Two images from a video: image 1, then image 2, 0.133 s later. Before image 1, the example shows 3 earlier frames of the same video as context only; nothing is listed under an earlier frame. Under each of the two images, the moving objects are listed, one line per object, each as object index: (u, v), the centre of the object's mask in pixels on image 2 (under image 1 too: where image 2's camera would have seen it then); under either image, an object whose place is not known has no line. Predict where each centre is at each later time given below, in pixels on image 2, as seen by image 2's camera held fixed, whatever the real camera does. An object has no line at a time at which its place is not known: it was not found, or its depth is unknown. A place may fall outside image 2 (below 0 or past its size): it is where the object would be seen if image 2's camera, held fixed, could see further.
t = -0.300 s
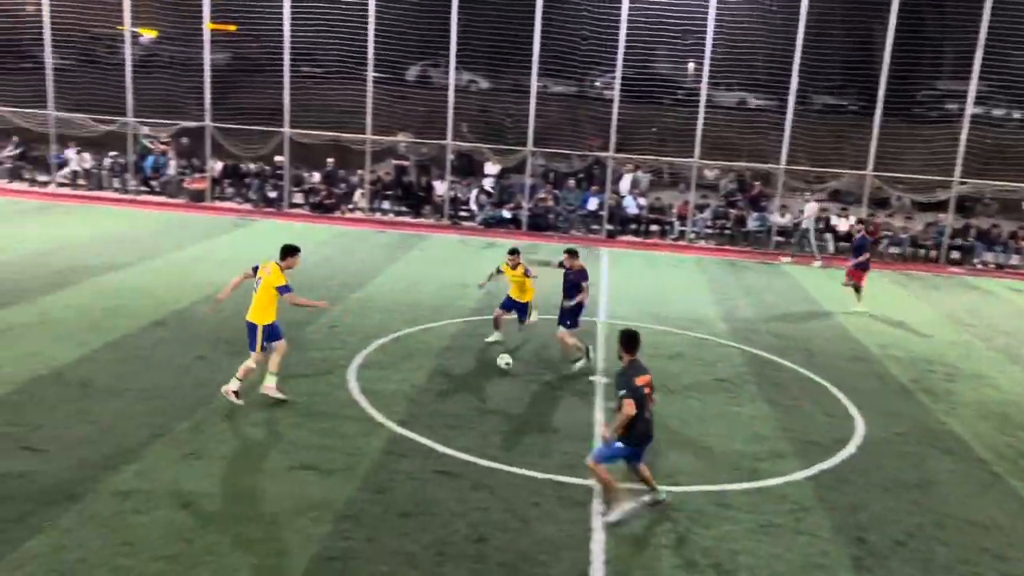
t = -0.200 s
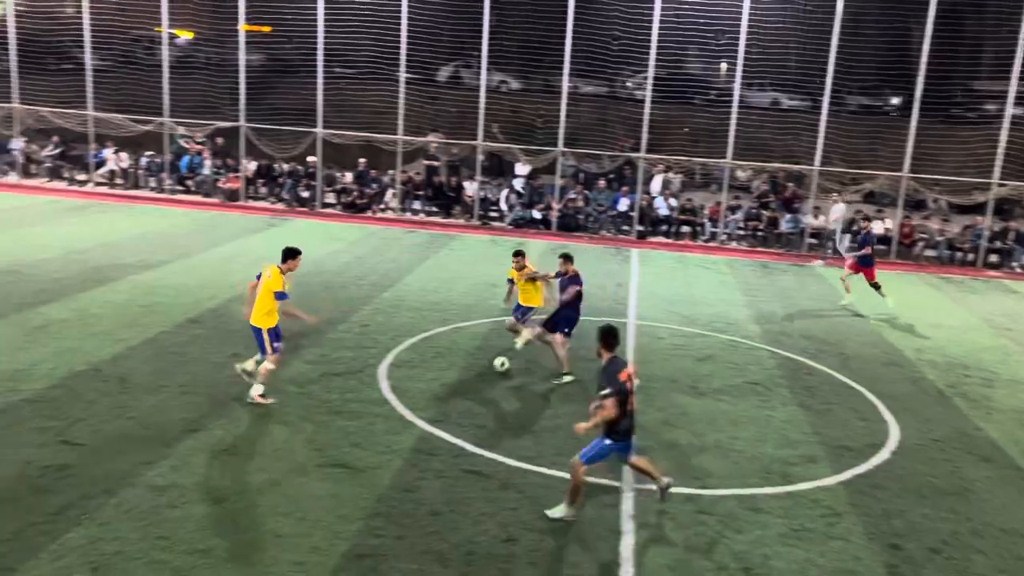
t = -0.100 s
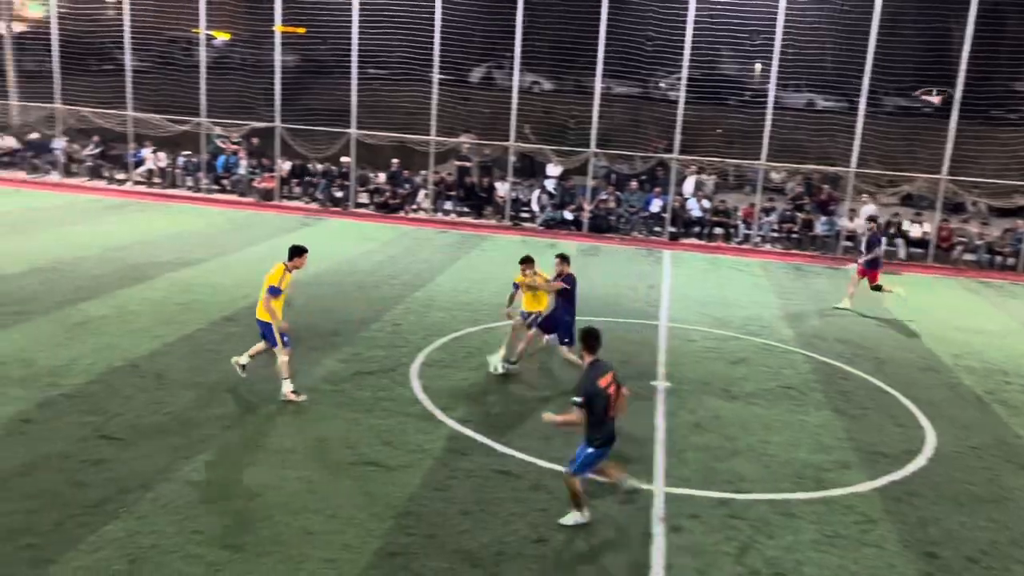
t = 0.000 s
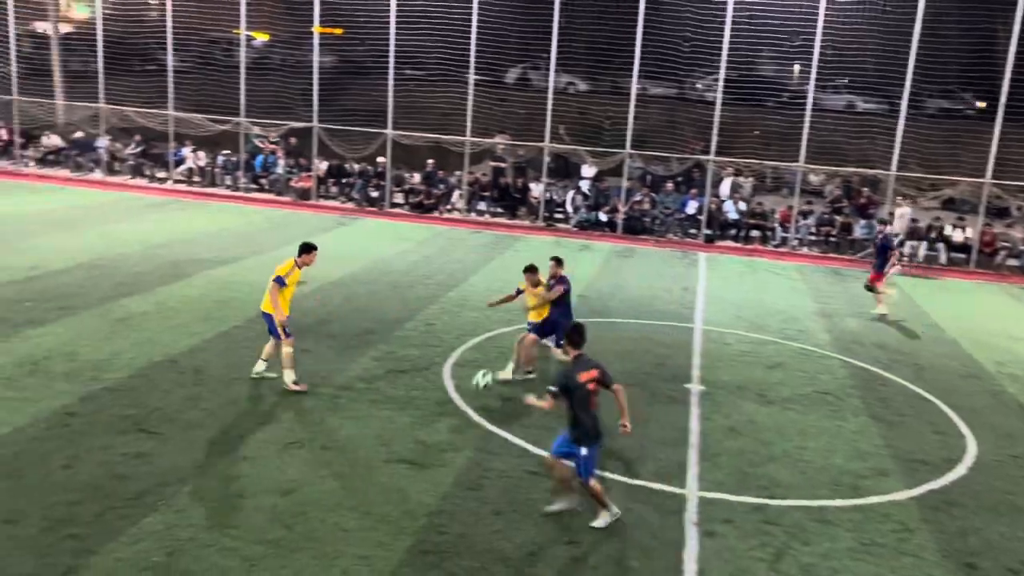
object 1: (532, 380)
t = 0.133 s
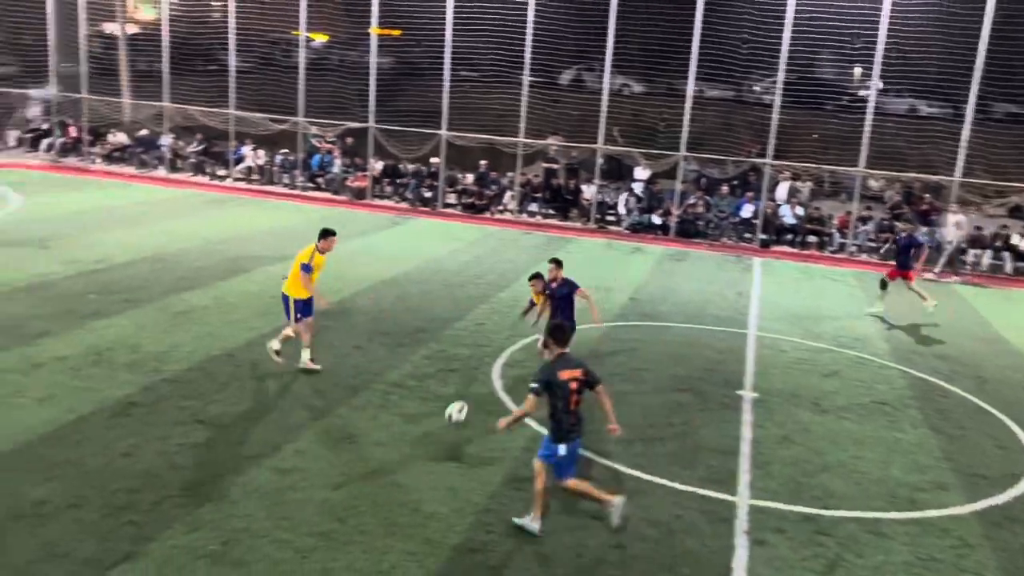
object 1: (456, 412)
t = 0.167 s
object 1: (434, 424)
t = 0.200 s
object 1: (411, 437)
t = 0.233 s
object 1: (386, 452)
